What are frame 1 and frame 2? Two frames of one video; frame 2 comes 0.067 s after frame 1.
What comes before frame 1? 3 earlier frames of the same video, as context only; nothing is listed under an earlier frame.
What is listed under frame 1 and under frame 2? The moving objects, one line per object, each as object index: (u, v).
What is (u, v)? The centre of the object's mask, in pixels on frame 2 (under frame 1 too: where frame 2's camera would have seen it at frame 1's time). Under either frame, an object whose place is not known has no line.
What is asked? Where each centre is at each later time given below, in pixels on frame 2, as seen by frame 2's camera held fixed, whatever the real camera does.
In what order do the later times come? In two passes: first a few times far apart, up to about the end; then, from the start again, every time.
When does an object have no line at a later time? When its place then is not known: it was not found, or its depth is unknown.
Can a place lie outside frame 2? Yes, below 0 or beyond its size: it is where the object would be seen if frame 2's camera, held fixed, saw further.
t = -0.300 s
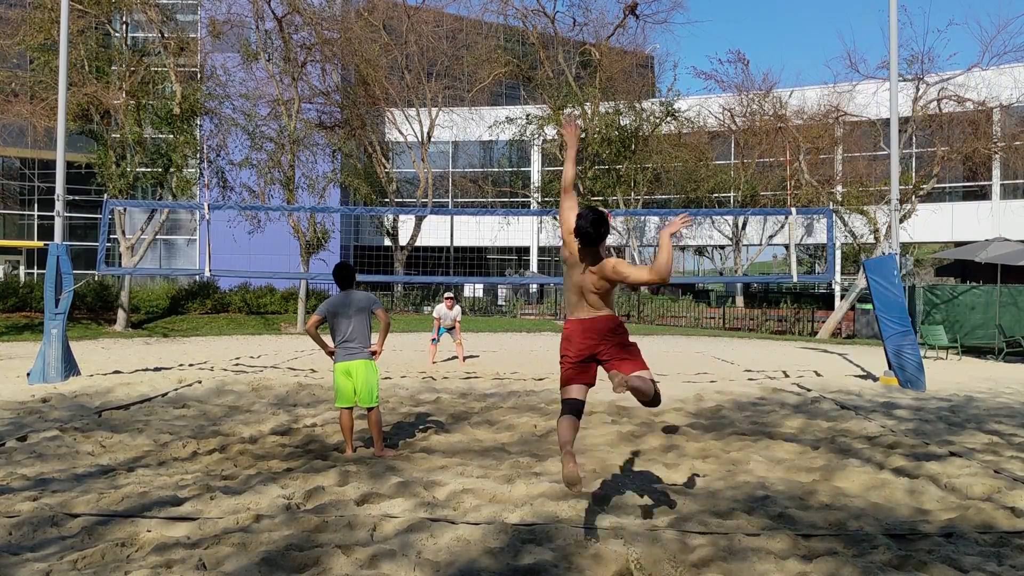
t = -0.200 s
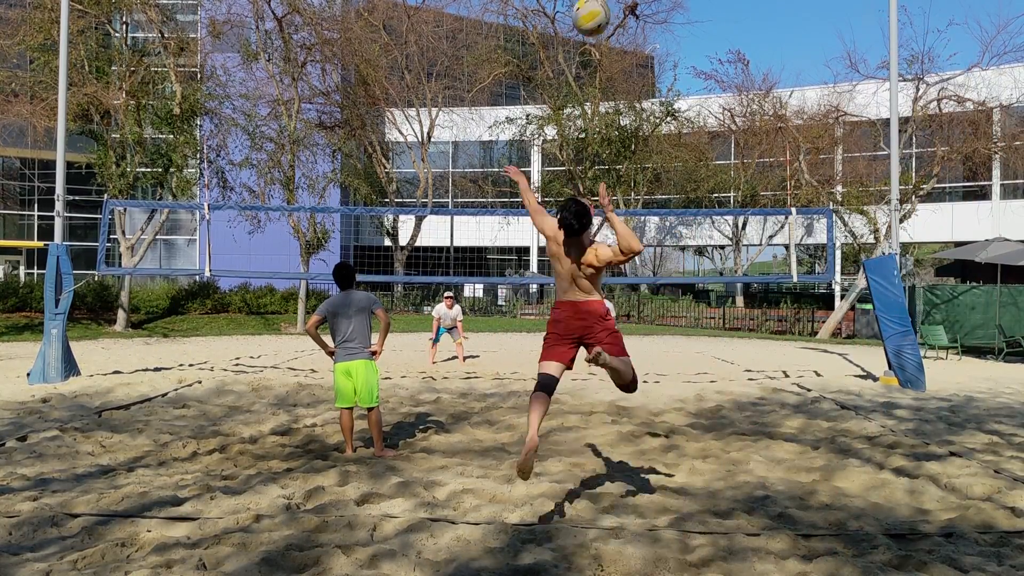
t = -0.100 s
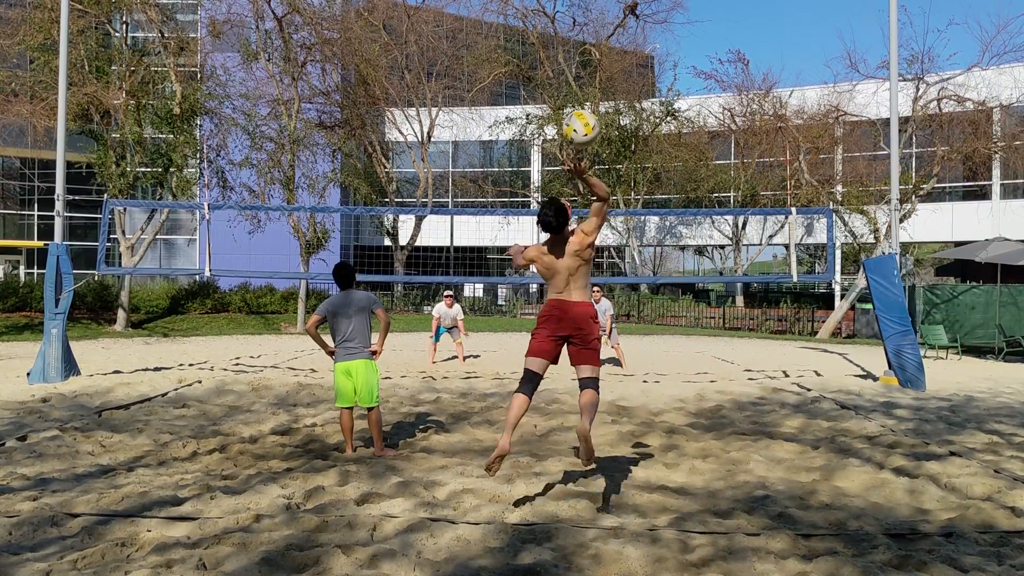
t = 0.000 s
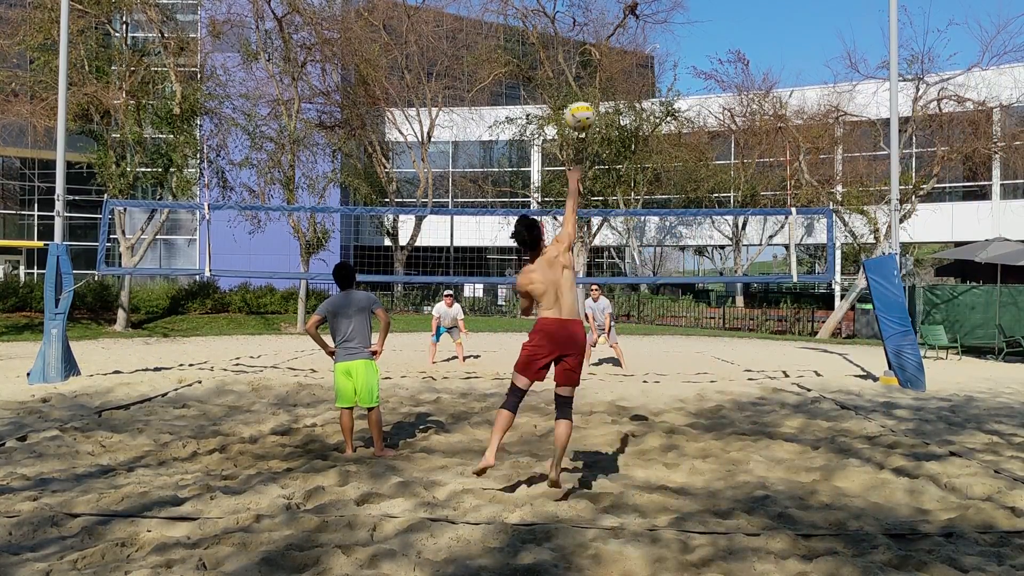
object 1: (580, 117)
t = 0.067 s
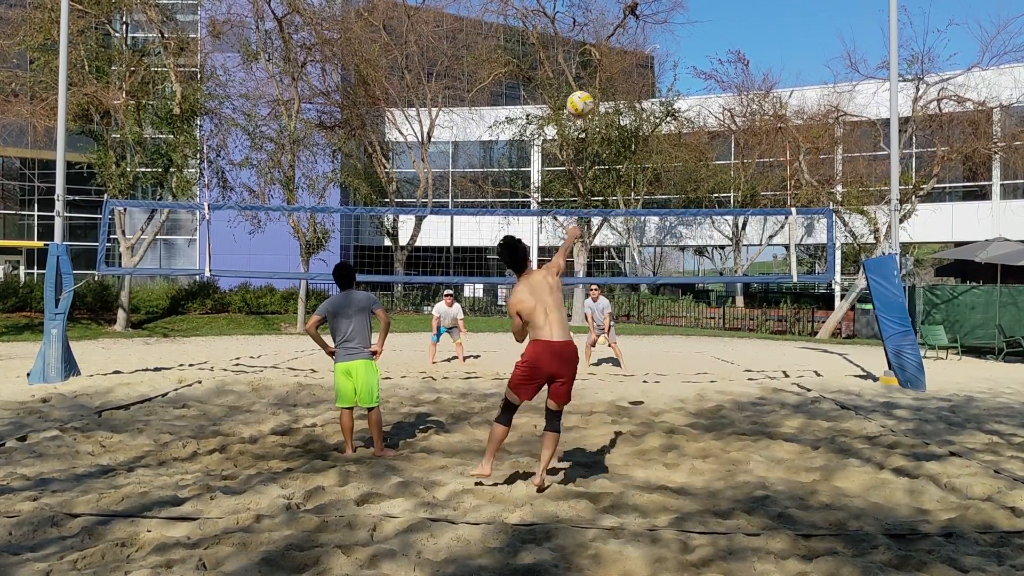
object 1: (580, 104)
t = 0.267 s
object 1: (575, 110)
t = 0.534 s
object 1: (565, 167)
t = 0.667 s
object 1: (559, 204)
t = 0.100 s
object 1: (579, 101)
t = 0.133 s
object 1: (579, 100)
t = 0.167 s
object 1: (578, 101)
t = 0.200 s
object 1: (577, 103)
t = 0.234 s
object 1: (576, 106)
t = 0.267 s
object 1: (575, 110)
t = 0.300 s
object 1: (574, 115)
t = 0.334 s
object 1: (573, 120)
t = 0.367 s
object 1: (572, 128)
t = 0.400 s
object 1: (571, 135)
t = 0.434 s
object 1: (570, 142)
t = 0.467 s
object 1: (568, 151)
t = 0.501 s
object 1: (567, 158)
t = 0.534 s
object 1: (565, 167)
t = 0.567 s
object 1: (564, 176)
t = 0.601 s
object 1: (562, 186)
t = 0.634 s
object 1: (561, 196)
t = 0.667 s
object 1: (559, 204)
